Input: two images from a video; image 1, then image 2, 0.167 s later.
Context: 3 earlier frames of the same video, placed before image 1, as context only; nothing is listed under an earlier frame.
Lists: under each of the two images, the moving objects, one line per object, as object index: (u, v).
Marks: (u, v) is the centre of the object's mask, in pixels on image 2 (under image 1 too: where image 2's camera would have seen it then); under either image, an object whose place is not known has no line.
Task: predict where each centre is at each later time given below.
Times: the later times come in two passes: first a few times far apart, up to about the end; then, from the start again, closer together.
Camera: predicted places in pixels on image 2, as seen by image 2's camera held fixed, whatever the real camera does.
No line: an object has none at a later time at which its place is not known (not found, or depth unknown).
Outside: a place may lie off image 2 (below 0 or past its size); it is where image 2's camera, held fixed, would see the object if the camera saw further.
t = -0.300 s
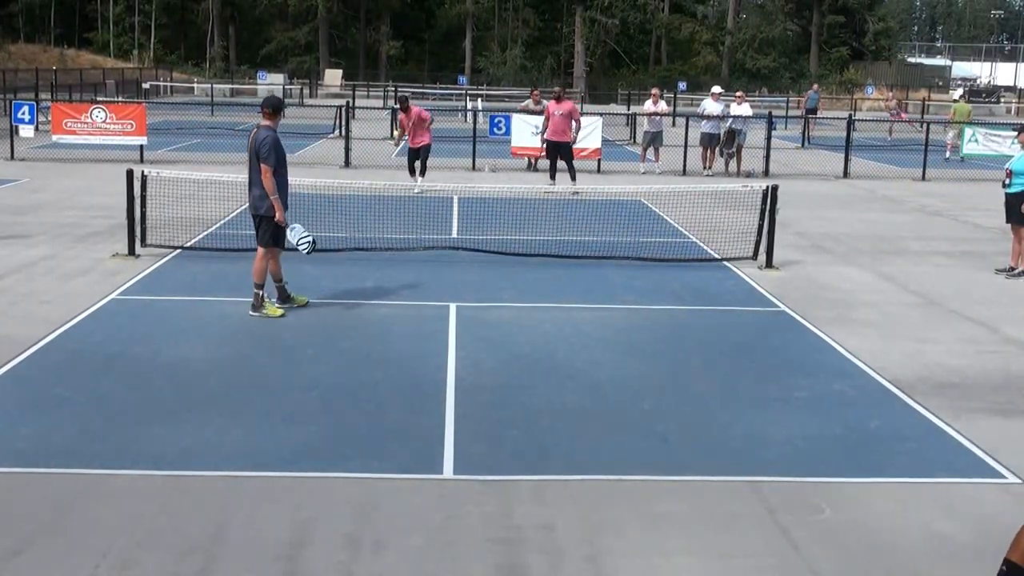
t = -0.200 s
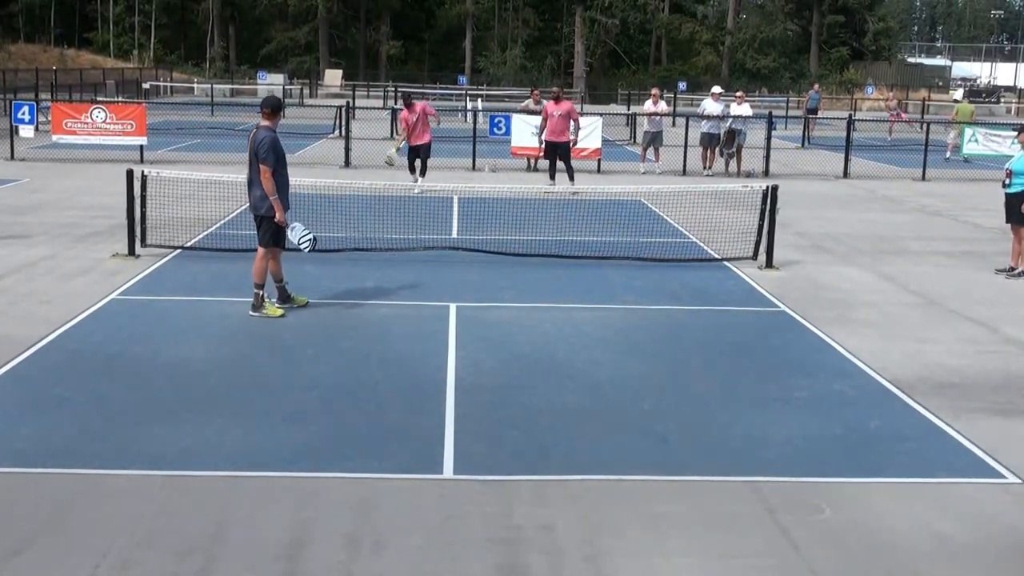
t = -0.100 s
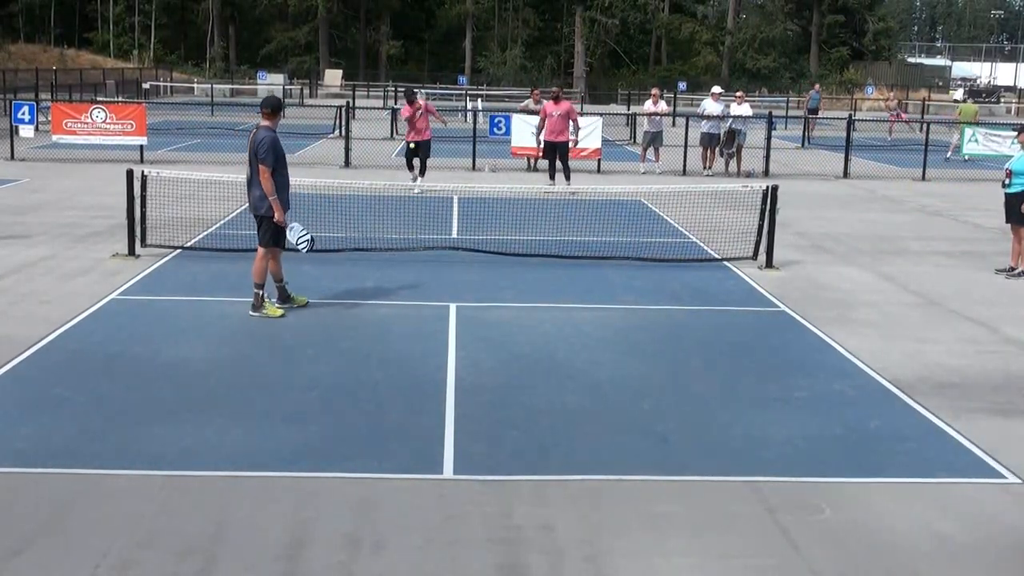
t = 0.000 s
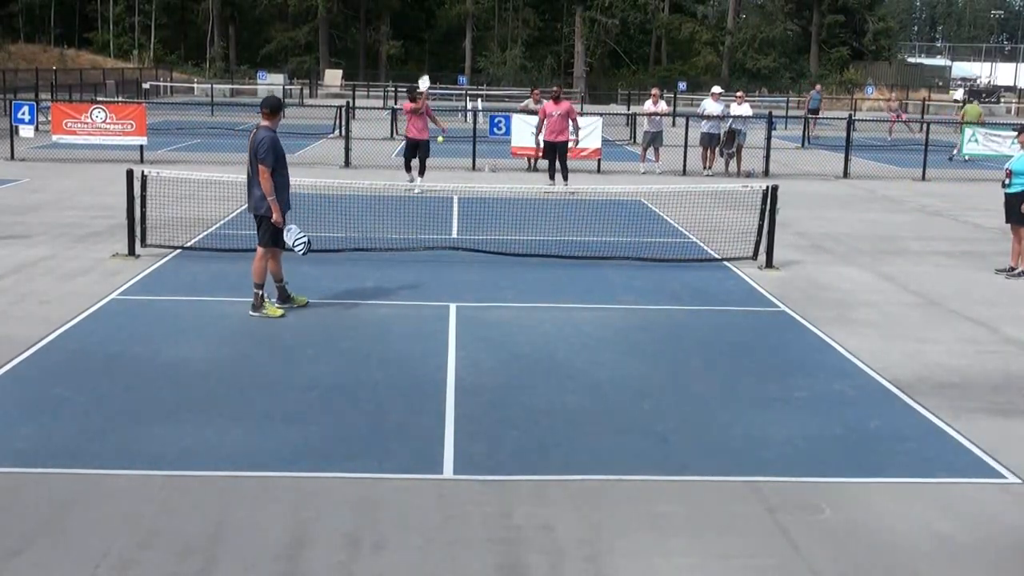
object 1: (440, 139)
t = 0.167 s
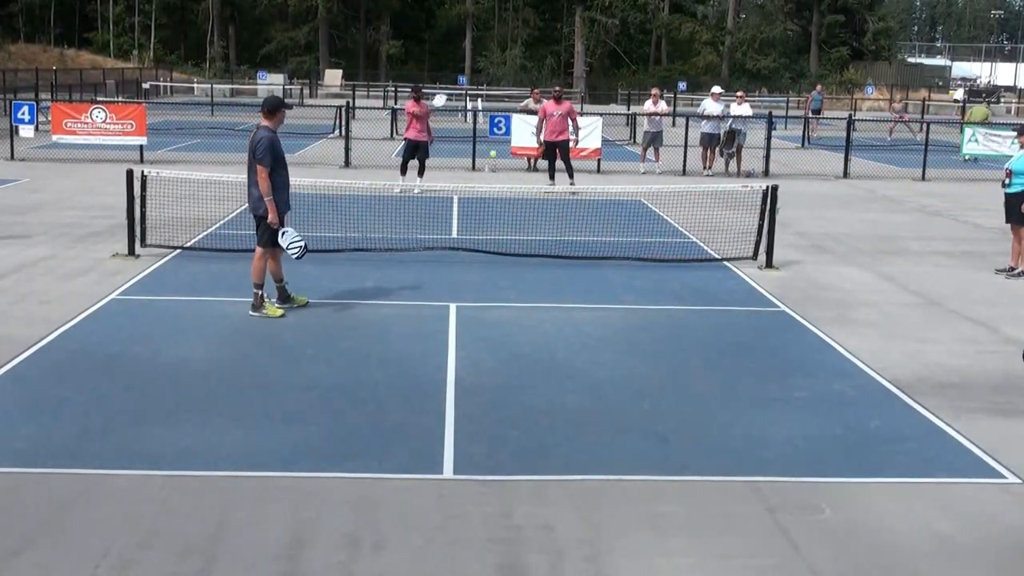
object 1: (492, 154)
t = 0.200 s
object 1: (504, 162)
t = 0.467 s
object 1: (616, 299)
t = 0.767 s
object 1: (765, 344)
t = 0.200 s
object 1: (504, 162)
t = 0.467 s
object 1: (616, 299)
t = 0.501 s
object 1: (633, 329)
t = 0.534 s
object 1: (648, 334)
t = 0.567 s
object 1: (662, 330)
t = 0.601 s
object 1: (678, 327)
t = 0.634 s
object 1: (694, 327)
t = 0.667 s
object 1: (710, 328)
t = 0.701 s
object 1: (728, 331)
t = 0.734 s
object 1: (746, 336)
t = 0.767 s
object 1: (765, 344)
